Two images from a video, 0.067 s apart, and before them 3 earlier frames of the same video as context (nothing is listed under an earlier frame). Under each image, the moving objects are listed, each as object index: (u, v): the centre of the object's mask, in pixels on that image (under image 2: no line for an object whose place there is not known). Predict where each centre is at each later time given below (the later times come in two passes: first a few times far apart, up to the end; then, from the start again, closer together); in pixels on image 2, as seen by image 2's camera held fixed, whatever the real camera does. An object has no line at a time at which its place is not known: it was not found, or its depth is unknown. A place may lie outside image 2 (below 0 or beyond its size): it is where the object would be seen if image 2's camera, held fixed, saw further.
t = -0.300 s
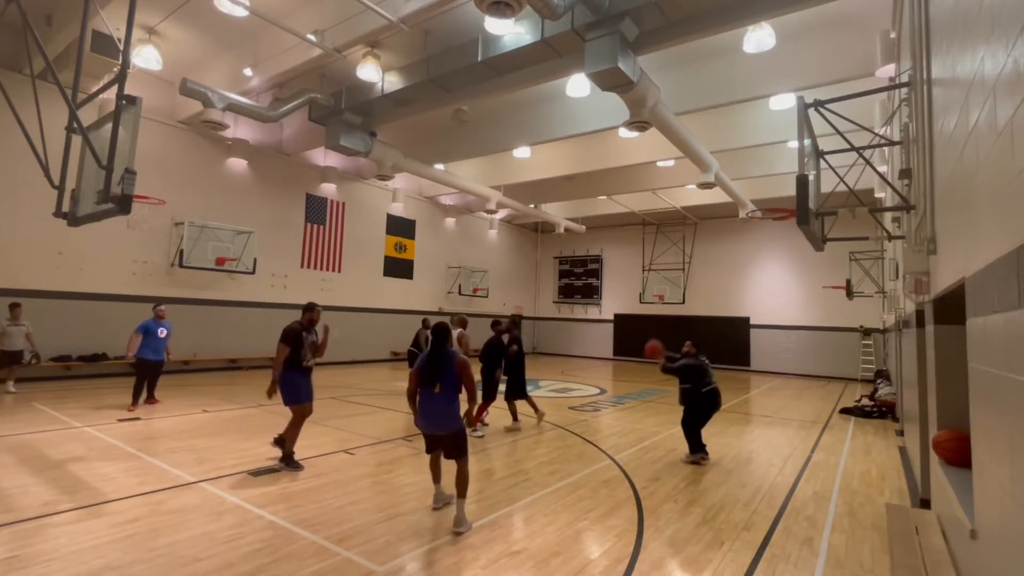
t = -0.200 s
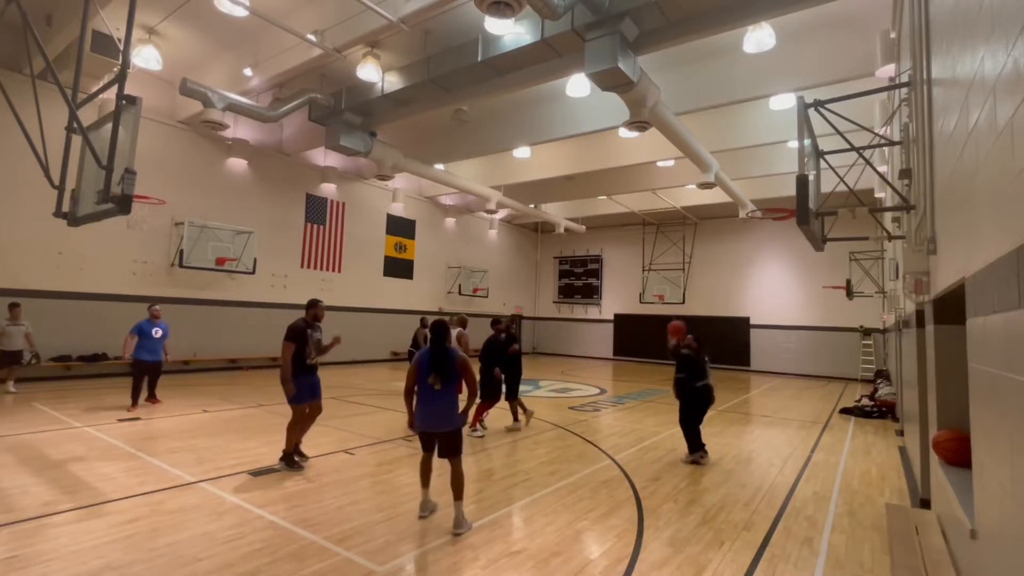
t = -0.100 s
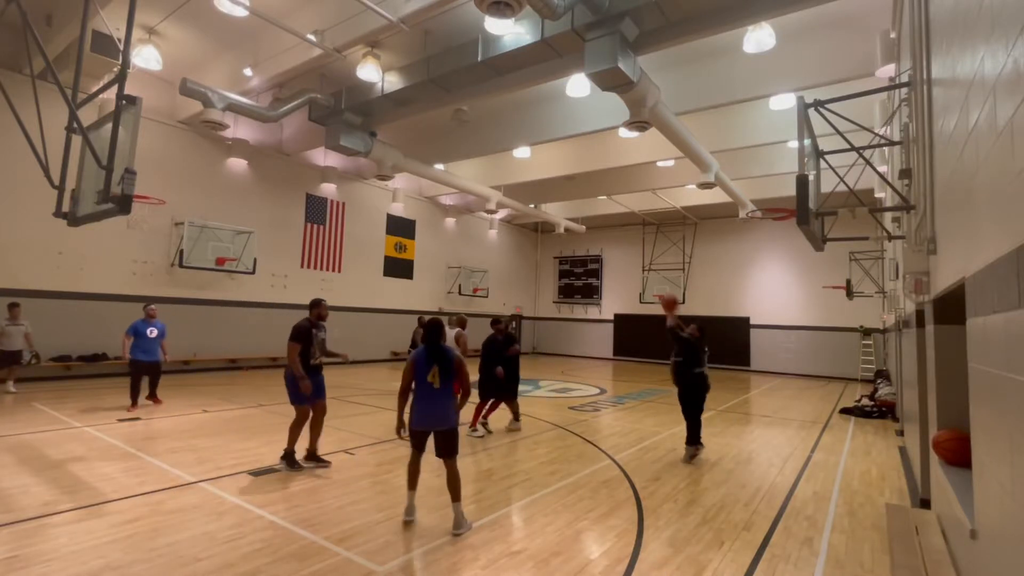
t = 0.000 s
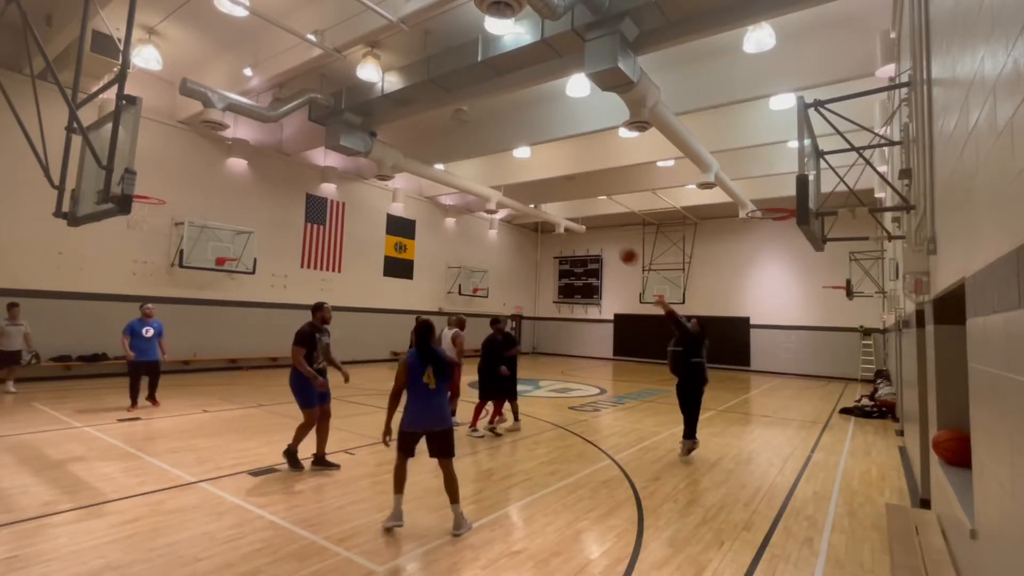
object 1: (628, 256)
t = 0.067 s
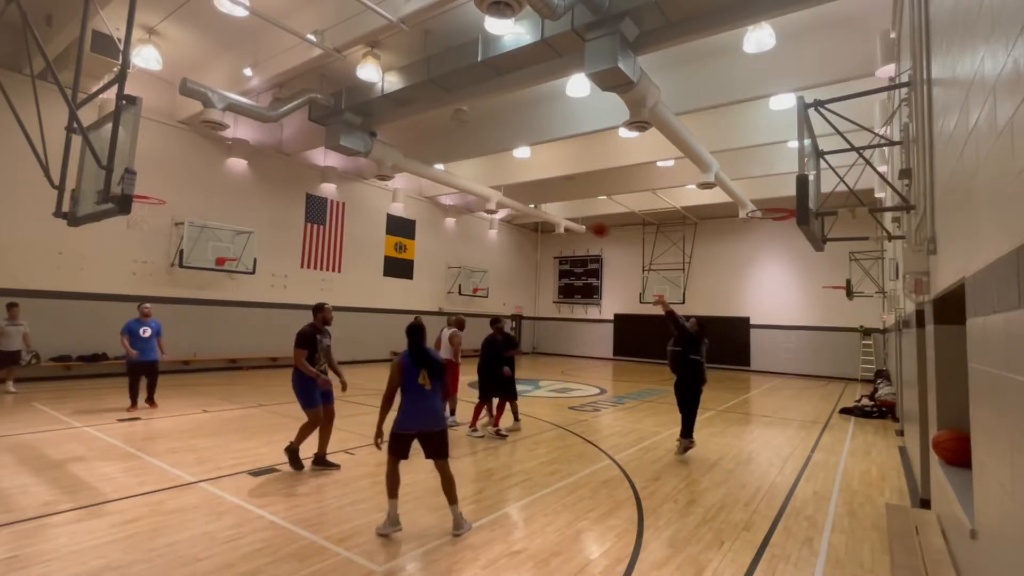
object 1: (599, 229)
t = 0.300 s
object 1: (501, 158)
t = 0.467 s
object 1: (428, 130)
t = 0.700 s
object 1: (324, 123)
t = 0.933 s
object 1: (212, 158)
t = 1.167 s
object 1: (119, 225)
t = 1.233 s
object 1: (111, 242)
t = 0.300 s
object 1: (501, 158)
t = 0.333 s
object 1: (486, 151)
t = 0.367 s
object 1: (472, 145)
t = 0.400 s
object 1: (458, 139)
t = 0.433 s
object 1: (442, 135)
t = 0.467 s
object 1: (428, 130)
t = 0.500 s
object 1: (413, 127)
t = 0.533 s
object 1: (399, 124)
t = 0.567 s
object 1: (384, 123)
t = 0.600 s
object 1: (368, 122)
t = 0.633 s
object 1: (354, 121)
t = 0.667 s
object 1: (339, 123)
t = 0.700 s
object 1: (324, 123)
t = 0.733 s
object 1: (307, 127)
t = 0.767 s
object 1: (291, 130)
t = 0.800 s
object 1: (275, 134)
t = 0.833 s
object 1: (260, 139)
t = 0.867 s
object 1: (244, 144)
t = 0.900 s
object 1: (228, 151)
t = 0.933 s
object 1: (212, 158)
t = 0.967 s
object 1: (196, 167)
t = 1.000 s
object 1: (179, 176)
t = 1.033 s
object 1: (162, 186)
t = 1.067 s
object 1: (146, 196)
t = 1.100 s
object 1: (136, 209)
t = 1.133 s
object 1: (124, 220)
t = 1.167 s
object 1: (119, 225)
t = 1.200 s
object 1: (115, 233)
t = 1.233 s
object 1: (111, 242)
